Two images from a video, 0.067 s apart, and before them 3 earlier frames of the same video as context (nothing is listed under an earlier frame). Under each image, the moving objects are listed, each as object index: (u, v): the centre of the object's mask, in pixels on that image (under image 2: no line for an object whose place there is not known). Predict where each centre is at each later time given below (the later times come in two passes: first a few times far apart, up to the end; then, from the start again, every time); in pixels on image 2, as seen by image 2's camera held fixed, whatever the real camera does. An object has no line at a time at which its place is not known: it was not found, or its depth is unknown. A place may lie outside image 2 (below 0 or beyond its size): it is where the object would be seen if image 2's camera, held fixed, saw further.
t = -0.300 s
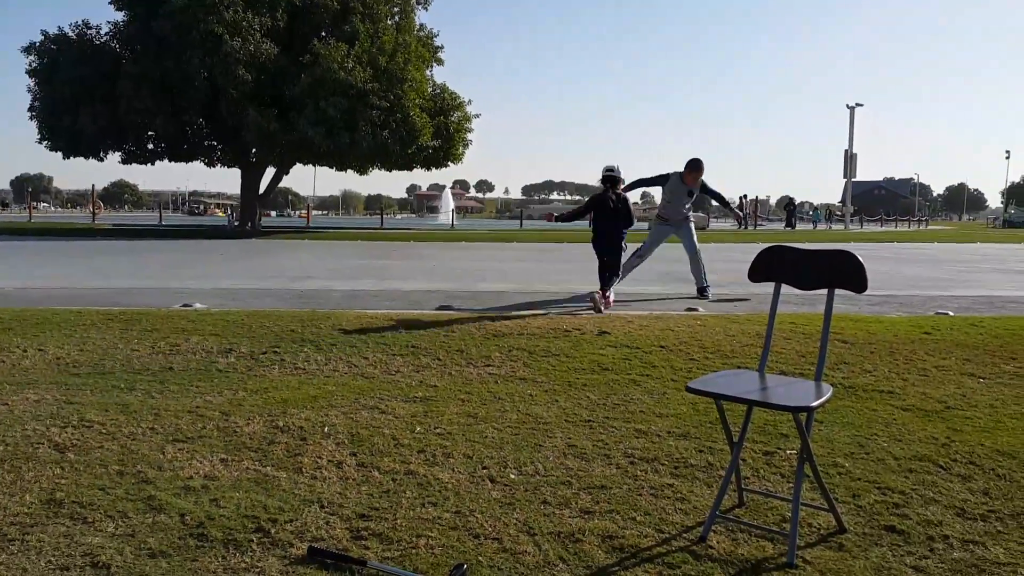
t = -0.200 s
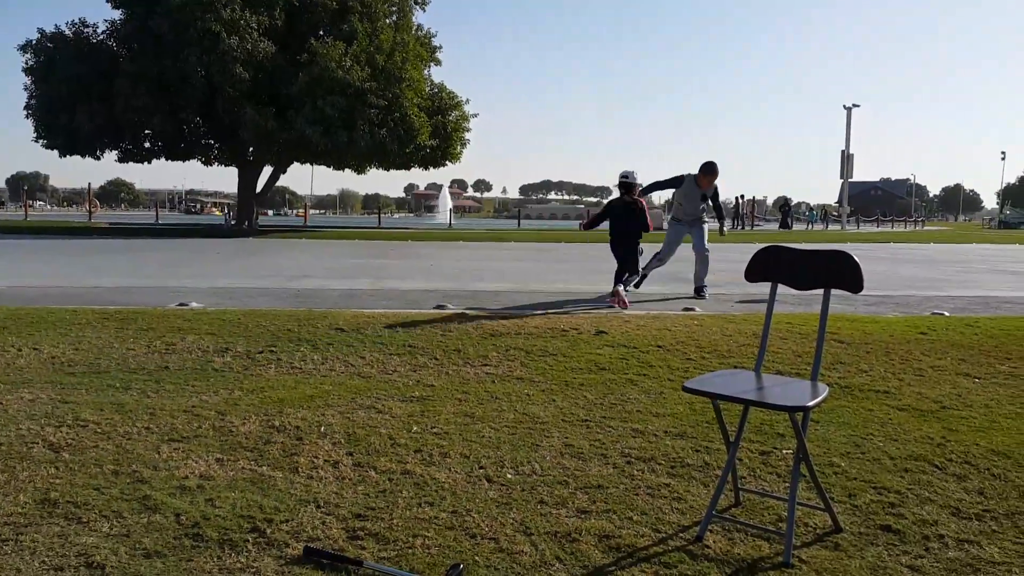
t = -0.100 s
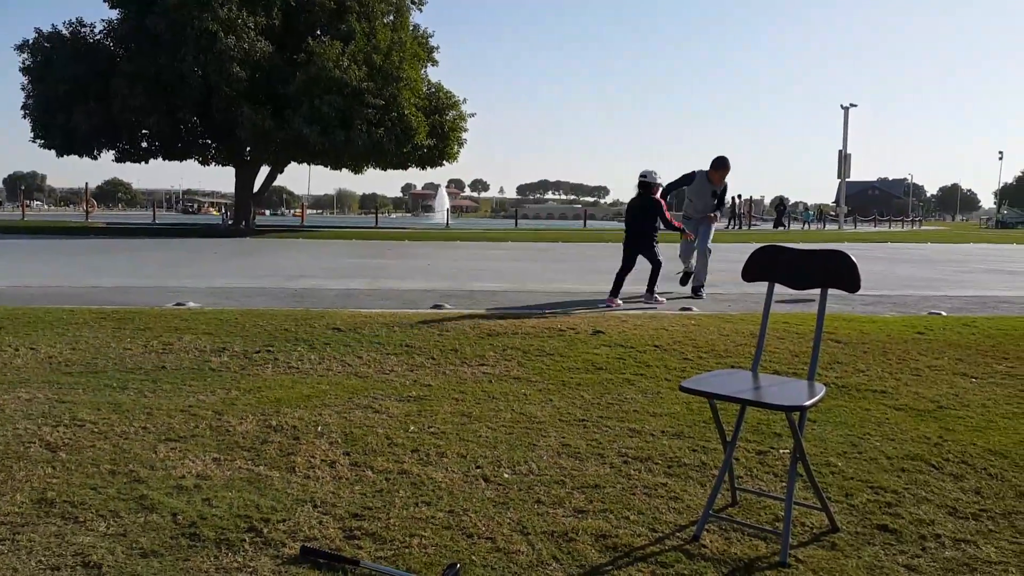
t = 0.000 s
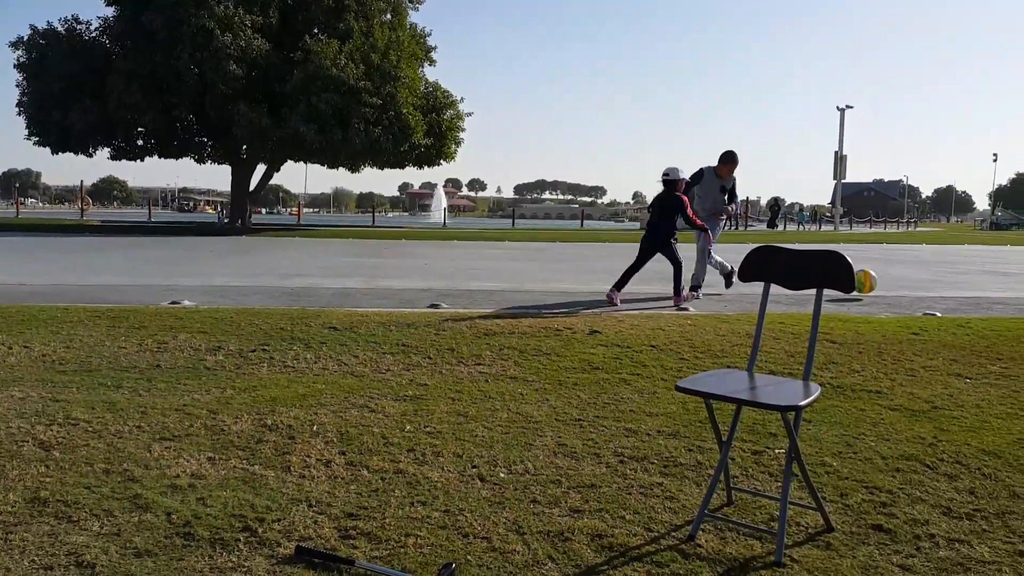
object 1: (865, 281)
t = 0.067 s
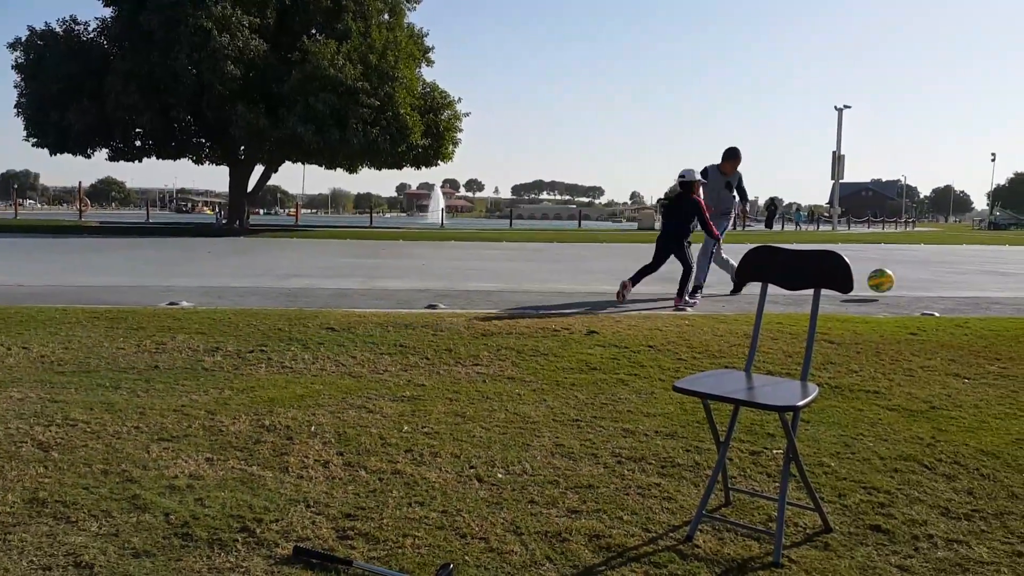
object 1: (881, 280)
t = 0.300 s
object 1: (938, 266)
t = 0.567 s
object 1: (995, 275)
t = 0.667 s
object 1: (1018, 272)
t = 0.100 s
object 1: (889, 276)
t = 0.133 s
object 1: (897, 272)
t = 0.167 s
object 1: (905, 268)
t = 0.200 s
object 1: (913, 266)
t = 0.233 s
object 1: (921, 265)
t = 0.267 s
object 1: (930, 265)
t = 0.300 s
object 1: (938, 266)
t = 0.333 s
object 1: (945, 269)
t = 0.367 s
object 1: (952, 273)
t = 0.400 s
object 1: (958, 277)
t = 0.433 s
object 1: (964, 282)
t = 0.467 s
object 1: (970, 288)
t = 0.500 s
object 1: (978, 283)
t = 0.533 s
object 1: (987, 279)
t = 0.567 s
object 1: (995, 275)
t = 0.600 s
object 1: (1003, 273)
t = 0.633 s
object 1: (1011, 272)
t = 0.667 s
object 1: (1018, 272)
